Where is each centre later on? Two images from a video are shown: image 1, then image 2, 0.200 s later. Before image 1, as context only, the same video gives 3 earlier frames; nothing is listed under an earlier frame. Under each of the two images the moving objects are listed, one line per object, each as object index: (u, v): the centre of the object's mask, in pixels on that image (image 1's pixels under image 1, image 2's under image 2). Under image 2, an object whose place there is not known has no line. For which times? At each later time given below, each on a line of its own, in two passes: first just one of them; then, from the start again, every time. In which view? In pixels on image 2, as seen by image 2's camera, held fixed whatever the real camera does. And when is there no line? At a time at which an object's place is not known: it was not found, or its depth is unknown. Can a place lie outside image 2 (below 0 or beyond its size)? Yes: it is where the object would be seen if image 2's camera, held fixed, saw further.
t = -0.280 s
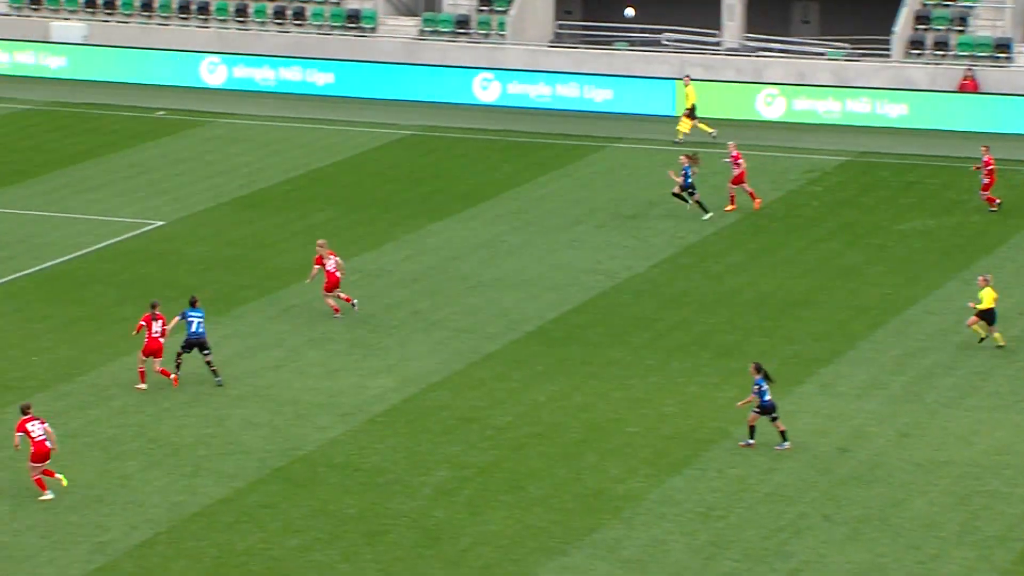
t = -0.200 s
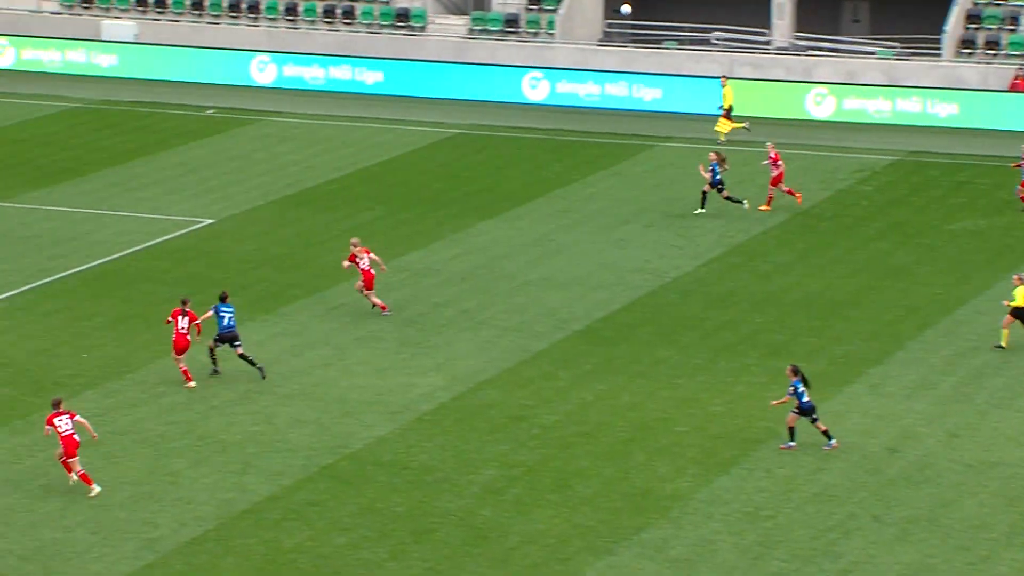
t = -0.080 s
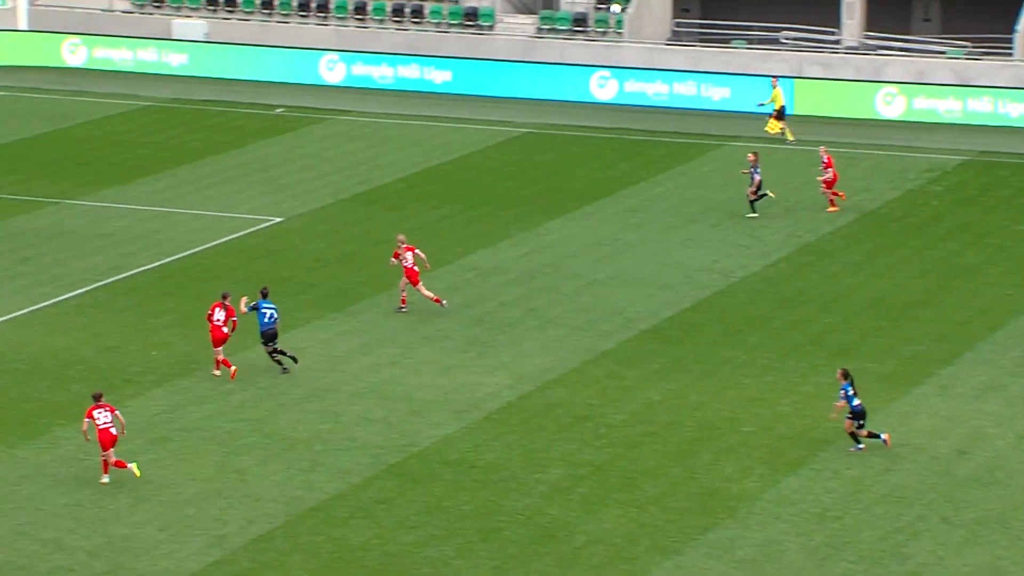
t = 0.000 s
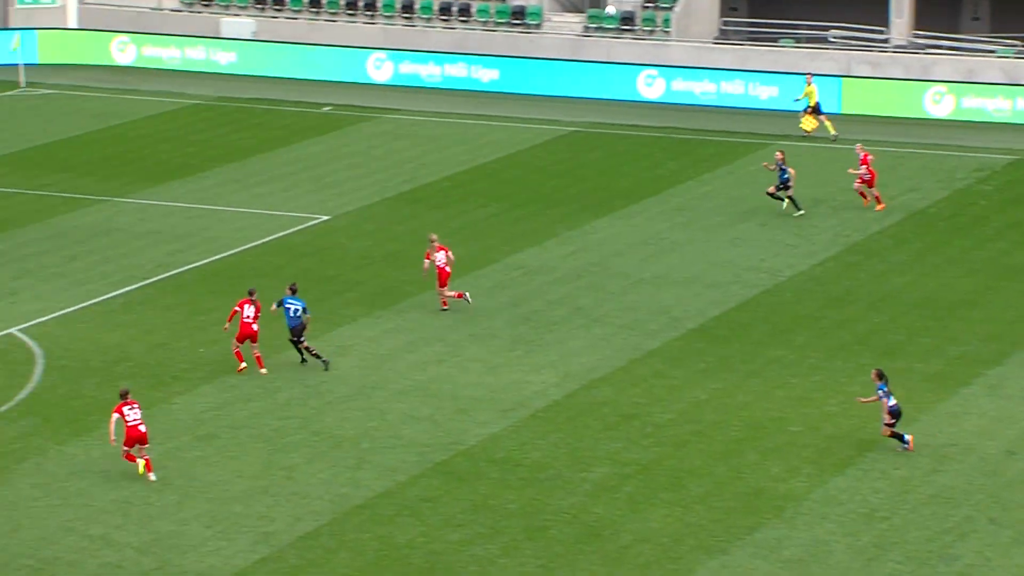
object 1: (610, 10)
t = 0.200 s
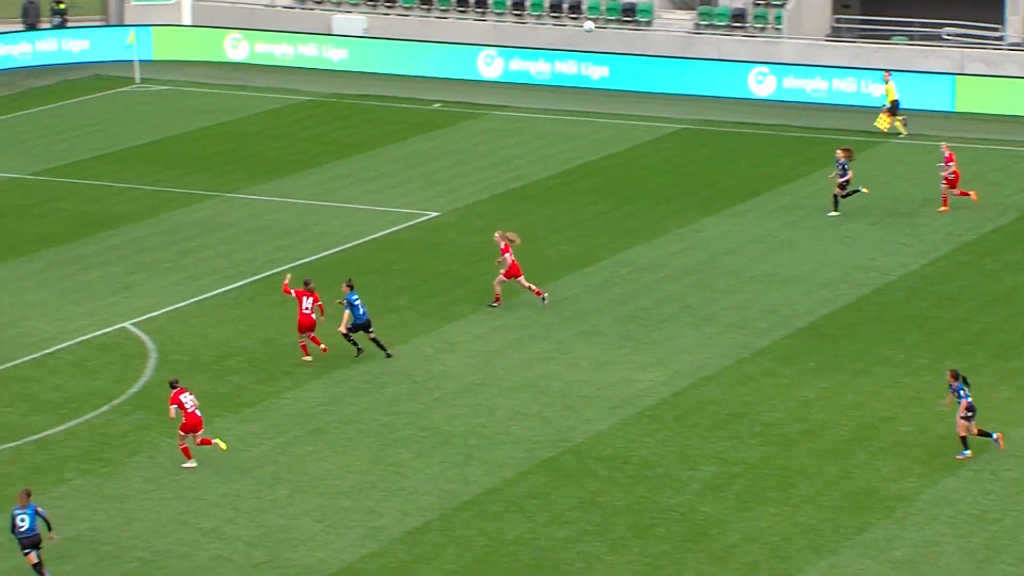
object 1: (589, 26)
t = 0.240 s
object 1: (568, 31)
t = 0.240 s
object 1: (568, 31)
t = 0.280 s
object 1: (544, 39)
